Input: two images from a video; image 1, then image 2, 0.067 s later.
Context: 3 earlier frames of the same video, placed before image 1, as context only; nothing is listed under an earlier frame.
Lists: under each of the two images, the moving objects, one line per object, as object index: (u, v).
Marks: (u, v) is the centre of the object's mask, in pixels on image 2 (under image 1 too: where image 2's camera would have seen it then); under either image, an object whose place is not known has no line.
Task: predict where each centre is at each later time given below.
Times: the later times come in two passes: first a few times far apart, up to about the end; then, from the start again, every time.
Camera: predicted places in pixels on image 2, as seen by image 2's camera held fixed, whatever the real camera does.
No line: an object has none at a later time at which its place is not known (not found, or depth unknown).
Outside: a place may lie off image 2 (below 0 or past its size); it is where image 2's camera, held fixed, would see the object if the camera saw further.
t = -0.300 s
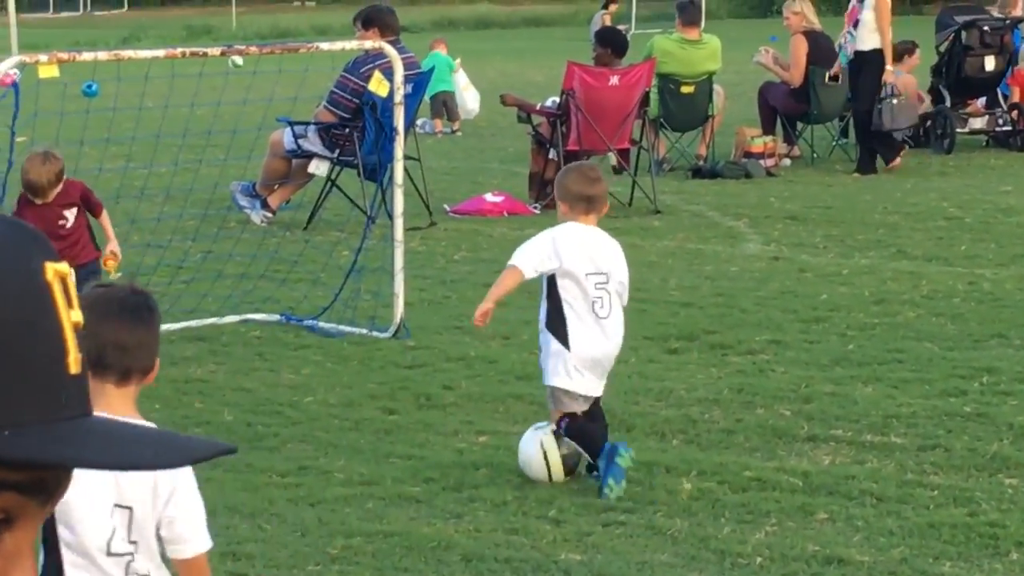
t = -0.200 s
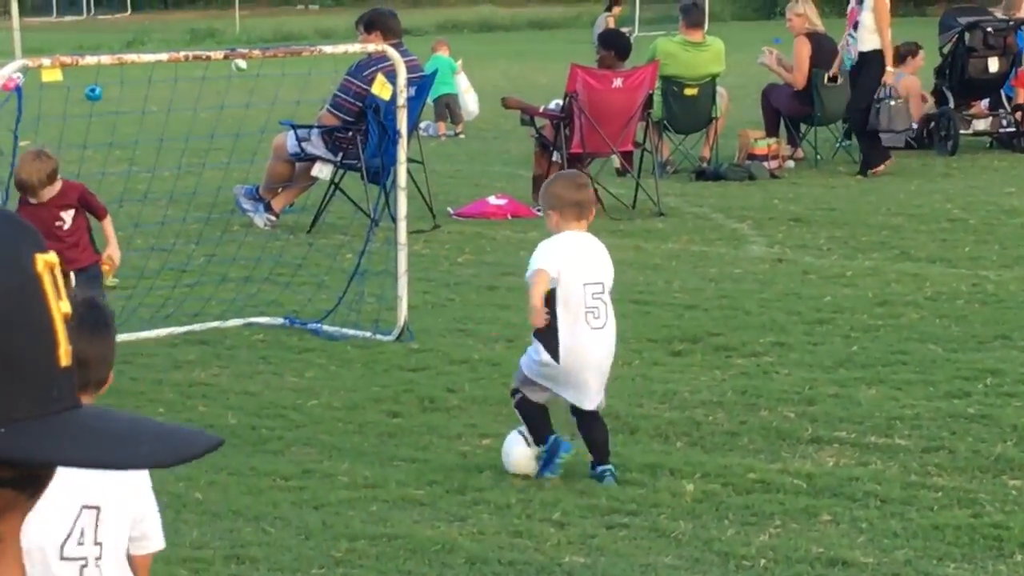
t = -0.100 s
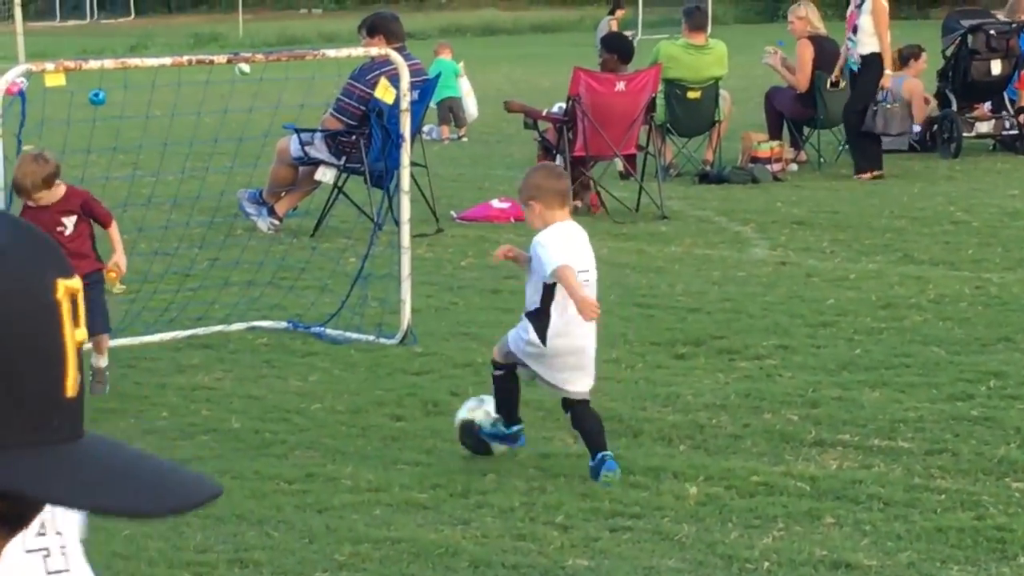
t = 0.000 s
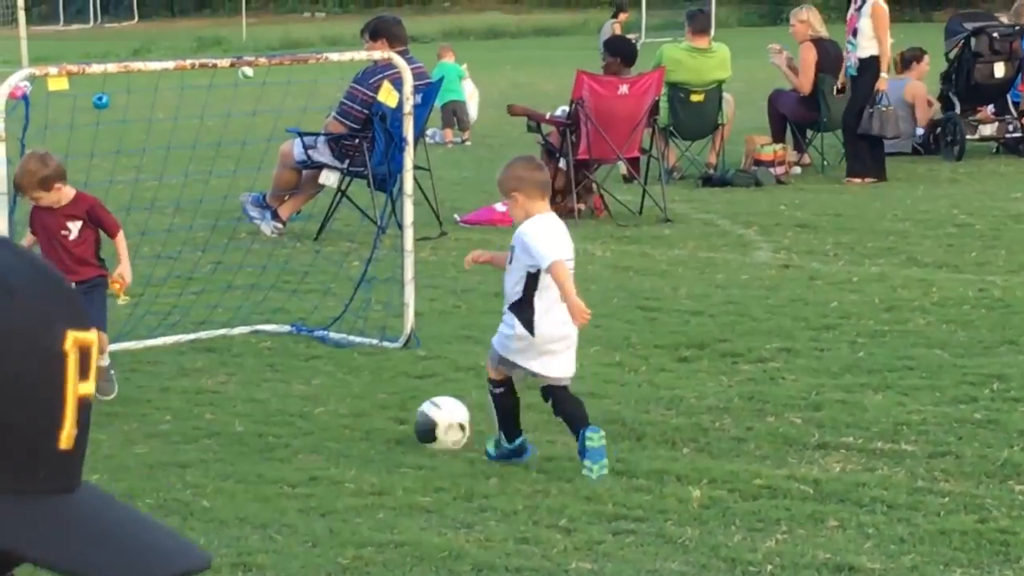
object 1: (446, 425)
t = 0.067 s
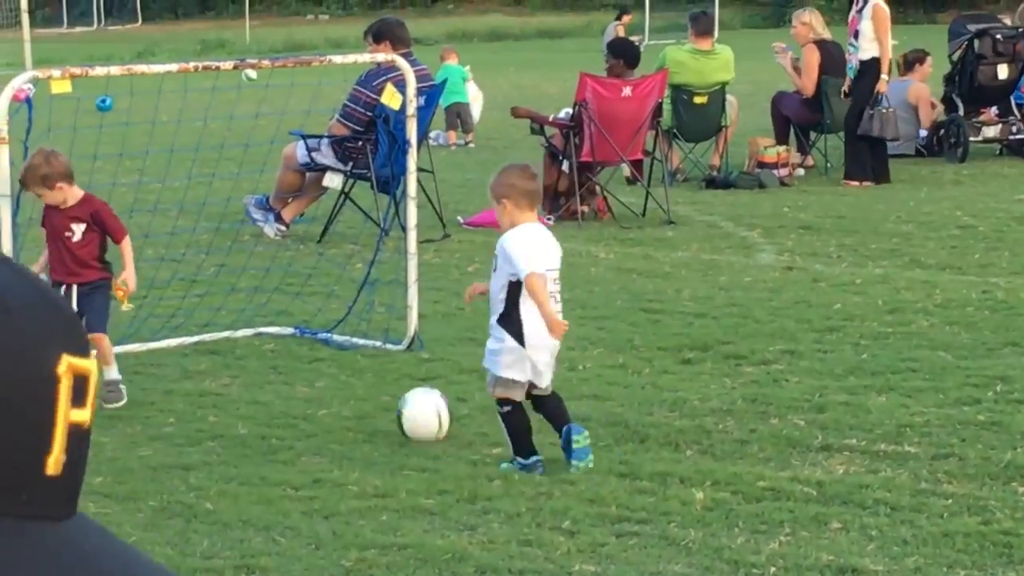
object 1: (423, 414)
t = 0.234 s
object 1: (378, 401)
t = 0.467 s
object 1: (324, 377)
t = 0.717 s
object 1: (278, 359)
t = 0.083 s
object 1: (418, 410)
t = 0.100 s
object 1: (414, 408)
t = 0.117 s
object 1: (409, 405)
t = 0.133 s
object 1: (404, 403)
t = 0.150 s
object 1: (399, 402)
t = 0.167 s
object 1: (395, 402)
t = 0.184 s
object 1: (391, 402)
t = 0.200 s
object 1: (387, 402)
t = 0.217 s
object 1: (382, 403)
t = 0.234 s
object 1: (378, 401)
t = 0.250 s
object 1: (374, 398)
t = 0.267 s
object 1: (370, 395)
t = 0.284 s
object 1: (365, 391)
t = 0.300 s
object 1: (361, 388)
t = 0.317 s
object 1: (358, 384)
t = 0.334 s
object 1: (354, 382)
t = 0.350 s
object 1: (349, 381)
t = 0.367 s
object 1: (346, 381)
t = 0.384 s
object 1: (342, 381)
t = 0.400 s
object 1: (338, 382)
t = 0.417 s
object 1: (335, 382)
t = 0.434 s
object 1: (331, 382)
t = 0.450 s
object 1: (327, 379)
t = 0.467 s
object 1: (324, 377)
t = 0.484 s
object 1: (320, 373)
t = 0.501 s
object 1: (317, 370)
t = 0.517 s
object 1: (313, 368)
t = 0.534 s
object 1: (310, 366)
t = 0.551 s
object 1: (307, 365)
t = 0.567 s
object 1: (304, 364)
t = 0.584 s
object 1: (301, 365)
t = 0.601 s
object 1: (298, 366)
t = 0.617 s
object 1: (295, 368)
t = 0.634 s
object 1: (292, 368)
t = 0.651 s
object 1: (289, 366)
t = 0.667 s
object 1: (286, 363)
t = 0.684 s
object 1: (283, 362)
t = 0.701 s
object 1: (280, 359)
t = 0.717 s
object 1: (278, 359)
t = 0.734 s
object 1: (275, 358)
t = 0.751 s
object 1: (272, 357)
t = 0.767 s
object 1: (269, 357)
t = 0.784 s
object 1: (267, 356)
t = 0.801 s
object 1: (264, 356)
